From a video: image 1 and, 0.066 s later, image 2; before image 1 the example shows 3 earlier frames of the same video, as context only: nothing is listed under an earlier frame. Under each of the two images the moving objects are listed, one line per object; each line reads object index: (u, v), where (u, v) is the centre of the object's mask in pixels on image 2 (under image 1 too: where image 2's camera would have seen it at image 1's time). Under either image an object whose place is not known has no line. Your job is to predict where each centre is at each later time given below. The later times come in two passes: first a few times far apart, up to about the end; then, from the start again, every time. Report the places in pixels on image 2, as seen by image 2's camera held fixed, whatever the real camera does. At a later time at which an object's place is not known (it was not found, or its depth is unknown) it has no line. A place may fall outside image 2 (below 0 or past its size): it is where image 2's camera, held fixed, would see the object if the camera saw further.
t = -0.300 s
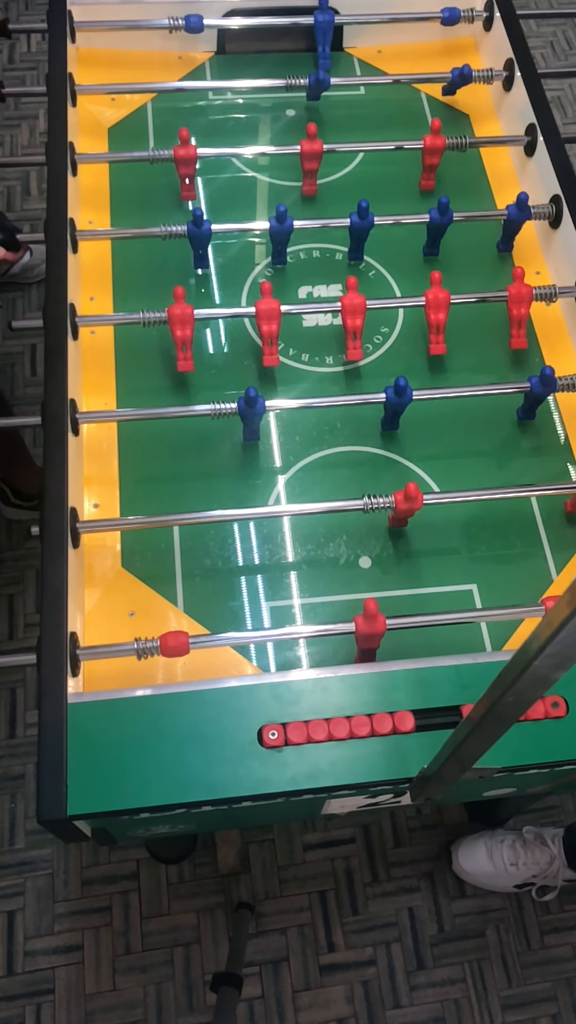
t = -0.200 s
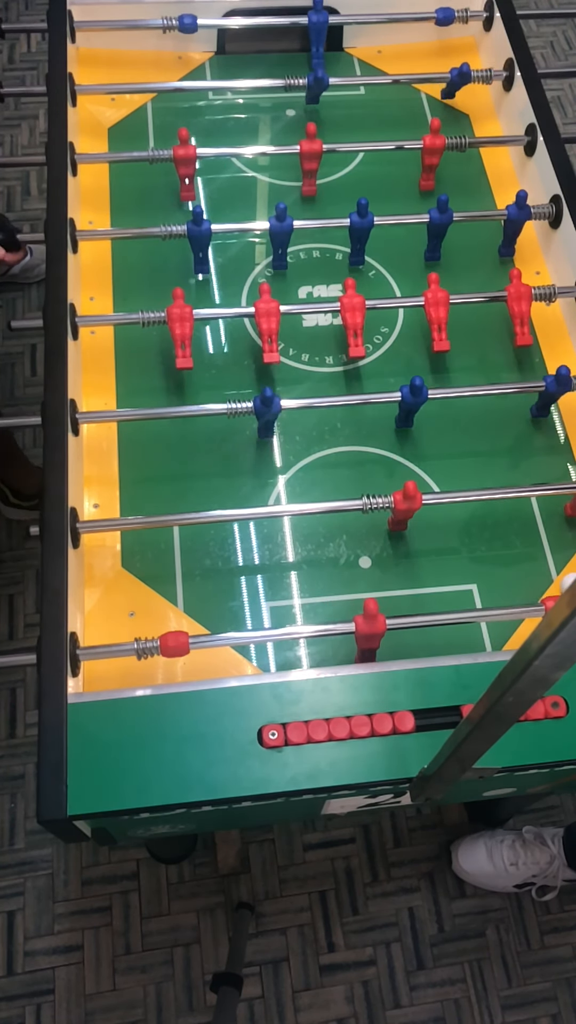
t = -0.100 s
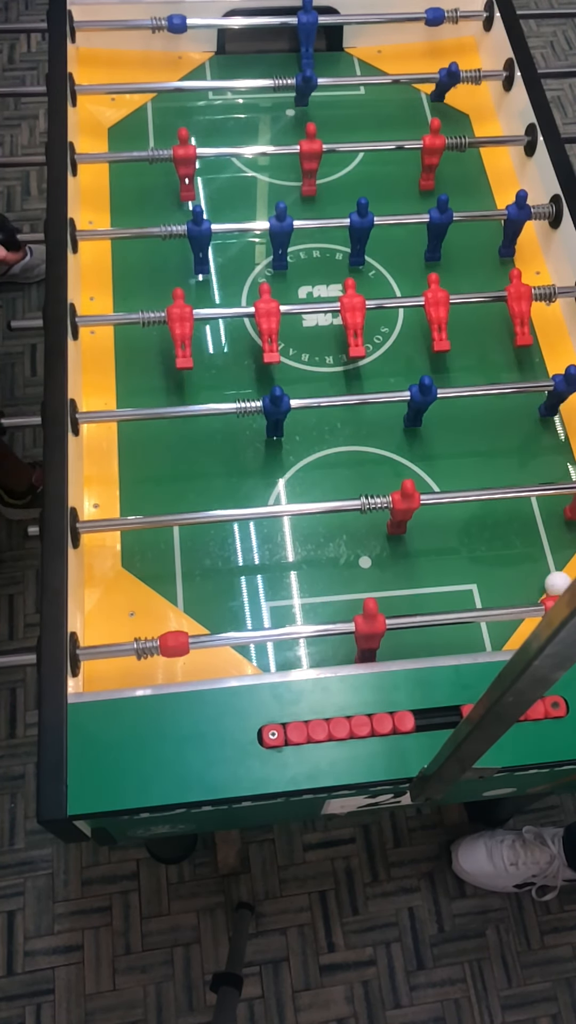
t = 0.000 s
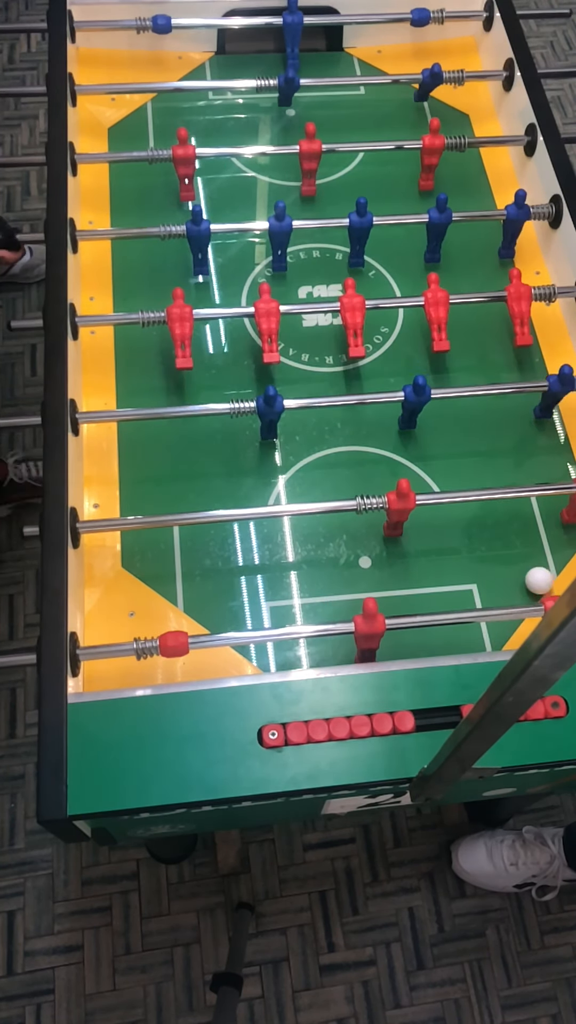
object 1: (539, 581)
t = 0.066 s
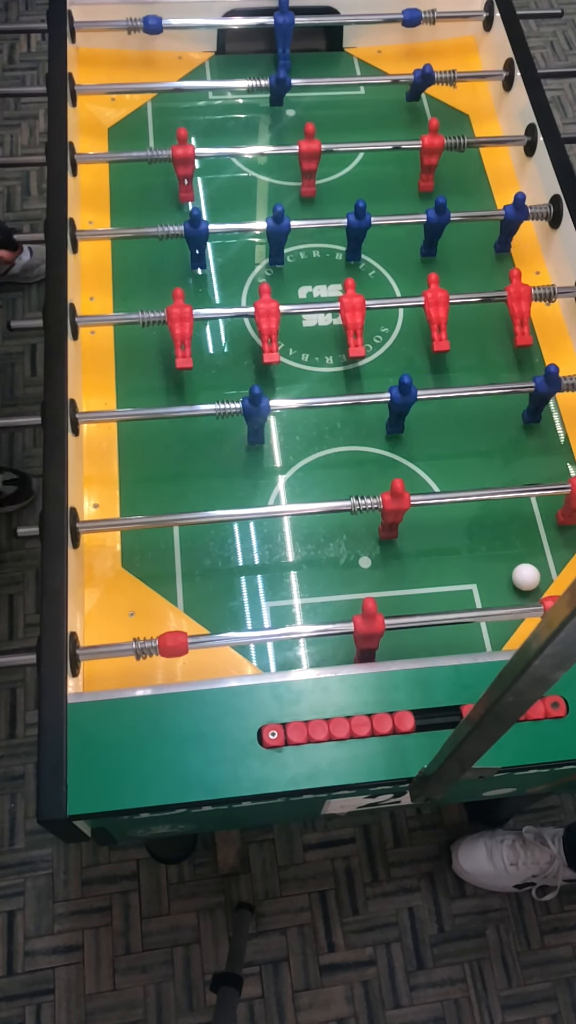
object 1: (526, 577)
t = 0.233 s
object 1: (494, 569)
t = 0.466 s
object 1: (452, 558)
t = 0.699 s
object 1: (409, 549)
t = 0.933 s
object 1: (272, 559)
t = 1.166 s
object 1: (142, 568)
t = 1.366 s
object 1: (139, 561)
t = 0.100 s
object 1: (519, 576)
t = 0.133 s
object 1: (513, 574)
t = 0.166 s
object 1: (506, 572)
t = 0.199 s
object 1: (500, 570)
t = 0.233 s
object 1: (494, 569)
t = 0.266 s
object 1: (487, 568)
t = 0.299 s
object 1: (481, 566)
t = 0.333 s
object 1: (475, 564)
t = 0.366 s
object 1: (470, 563)
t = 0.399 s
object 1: (463, 561)
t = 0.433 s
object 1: (458, 559)
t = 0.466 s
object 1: (452, 558)
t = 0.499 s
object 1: (447, 556)
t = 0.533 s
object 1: (441, 555)
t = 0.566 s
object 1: (435, 554)
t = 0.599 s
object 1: (430, 552)
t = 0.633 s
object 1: (424, 551)
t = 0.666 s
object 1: (419, 550)
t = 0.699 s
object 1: (409, 549)
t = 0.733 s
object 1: (386, 551)
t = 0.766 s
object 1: (364, 553)
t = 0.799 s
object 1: (345, 554)
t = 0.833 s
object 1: (327, 555)
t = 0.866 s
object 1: (308, 557)
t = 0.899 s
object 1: (290, 558)
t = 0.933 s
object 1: (272, 559)
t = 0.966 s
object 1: (254, 560)
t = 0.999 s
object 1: (235, 561)
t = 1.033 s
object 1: (216, 563)
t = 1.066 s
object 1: (198, 564)
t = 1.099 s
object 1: (179, 565)
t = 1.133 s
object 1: (161, 567)
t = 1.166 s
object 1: (142, 568)
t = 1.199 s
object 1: (124, 569)
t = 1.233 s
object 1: (106, 568)
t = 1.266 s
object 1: (101, 566)
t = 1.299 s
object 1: (115, 564)
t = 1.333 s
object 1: (128, 564)
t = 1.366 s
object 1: (139, 561)
